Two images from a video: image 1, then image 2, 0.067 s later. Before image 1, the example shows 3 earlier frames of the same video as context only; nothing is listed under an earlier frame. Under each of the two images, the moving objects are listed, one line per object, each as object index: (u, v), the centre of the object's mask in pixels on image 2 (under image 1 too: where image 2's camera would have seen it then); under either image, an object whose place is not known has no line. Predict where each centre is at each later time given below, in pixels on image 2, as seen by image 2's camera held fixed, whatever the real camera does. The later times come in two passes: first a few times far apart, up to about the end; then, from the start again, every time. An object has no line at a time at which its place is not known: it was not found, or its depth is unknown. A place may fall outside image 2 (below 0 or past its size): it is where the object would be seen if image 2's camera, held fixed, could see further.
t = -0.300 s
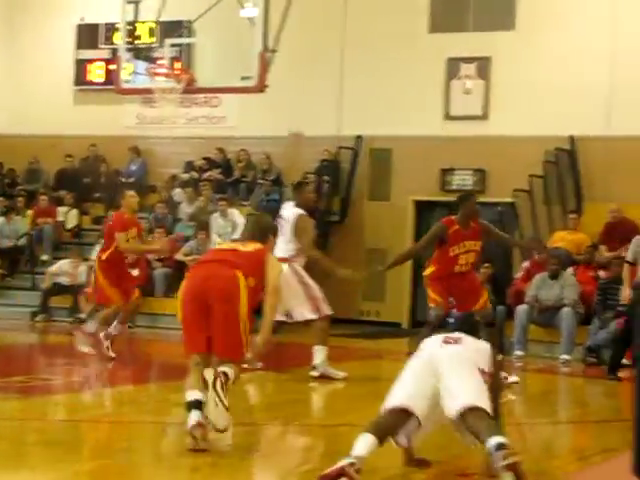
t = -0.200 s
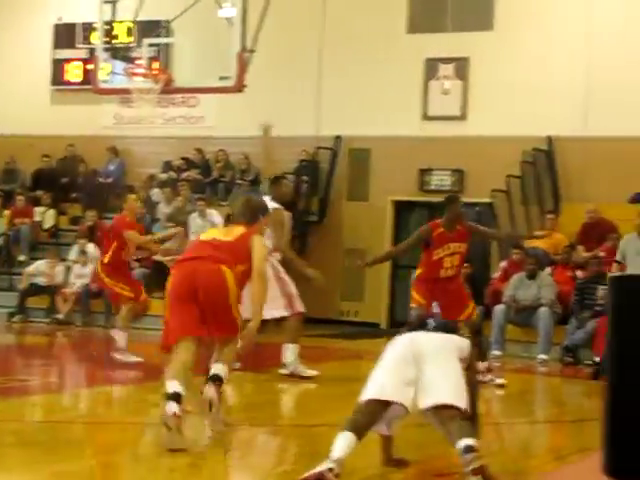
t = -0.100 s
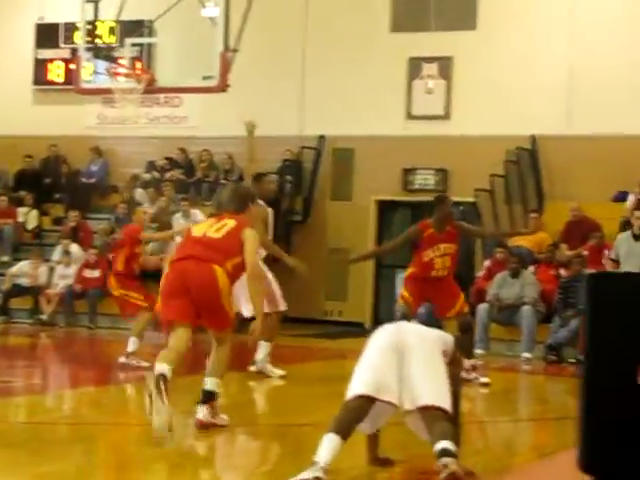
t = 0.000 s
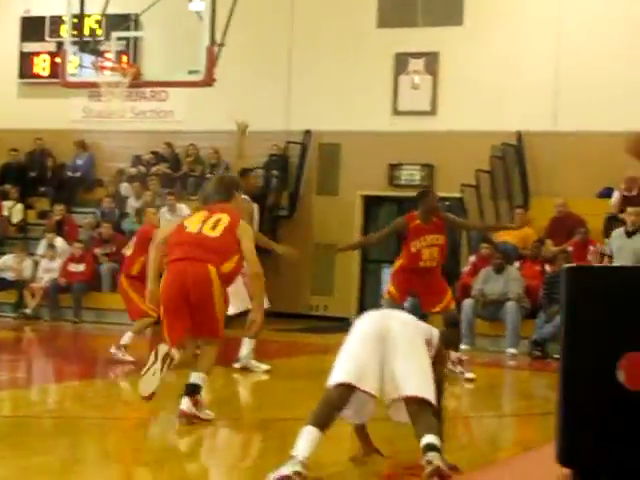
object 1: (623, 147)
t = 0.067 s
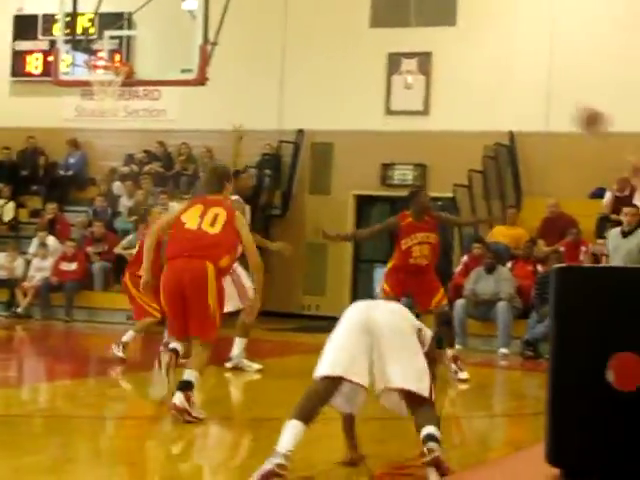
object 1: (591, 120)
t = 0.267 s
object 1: (462, 72)
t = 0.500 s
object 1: (326, 70)
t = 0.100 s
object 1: (569, 109)
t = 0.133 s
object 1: (548, 99)
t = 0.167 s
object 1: (525, 90)
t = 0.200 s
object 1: (504, 83)
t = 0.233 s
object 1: (483, 77)
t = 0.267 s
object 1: (462, 72)
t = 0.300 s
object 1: (443, 69)
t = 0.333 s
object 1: (424, 65)
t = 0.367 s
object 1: (401, 64)
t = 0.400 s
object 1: (382, 64)
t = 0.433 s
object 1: (363, 65)
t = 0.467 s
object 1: (345, 67)
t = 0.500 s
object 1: (326, 70)
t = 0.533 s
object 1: (307, 74)
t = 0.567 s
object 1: (288, 79)
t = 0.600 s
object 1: (270, 85)
